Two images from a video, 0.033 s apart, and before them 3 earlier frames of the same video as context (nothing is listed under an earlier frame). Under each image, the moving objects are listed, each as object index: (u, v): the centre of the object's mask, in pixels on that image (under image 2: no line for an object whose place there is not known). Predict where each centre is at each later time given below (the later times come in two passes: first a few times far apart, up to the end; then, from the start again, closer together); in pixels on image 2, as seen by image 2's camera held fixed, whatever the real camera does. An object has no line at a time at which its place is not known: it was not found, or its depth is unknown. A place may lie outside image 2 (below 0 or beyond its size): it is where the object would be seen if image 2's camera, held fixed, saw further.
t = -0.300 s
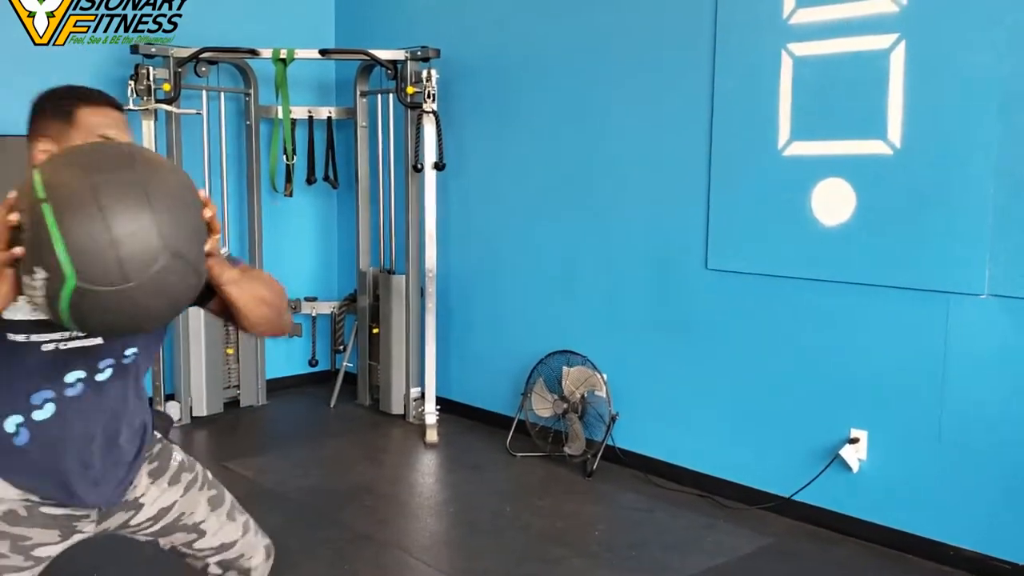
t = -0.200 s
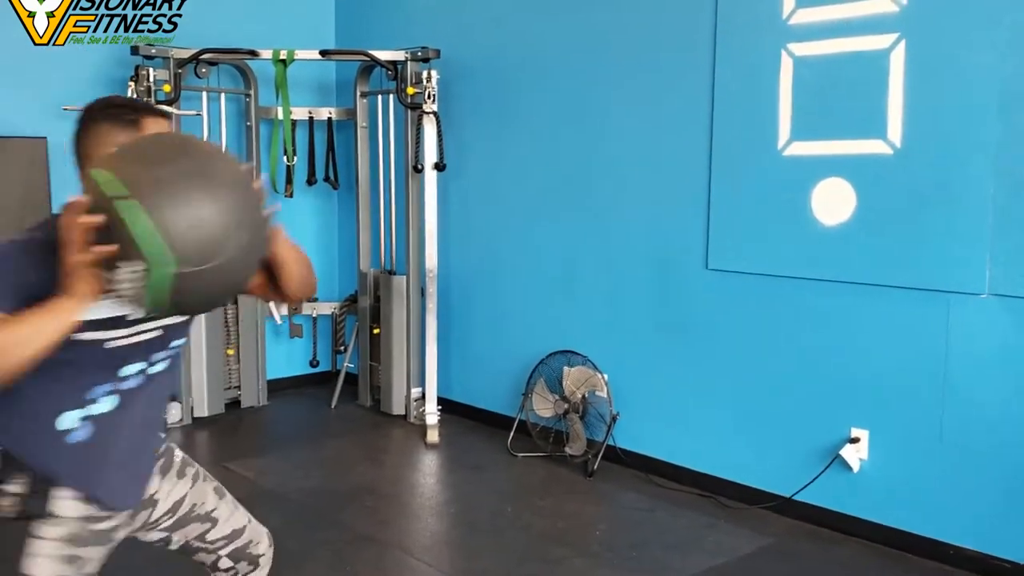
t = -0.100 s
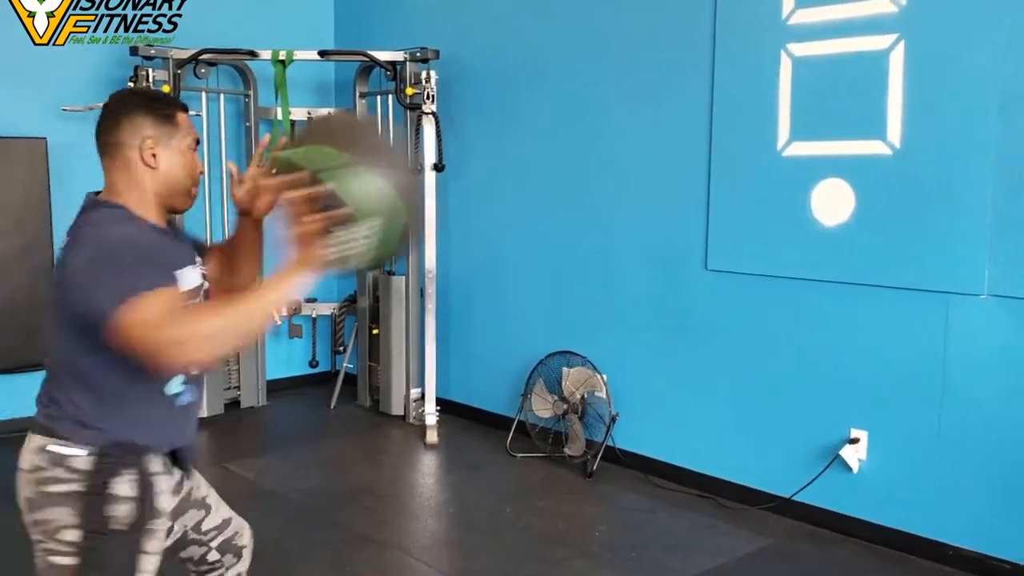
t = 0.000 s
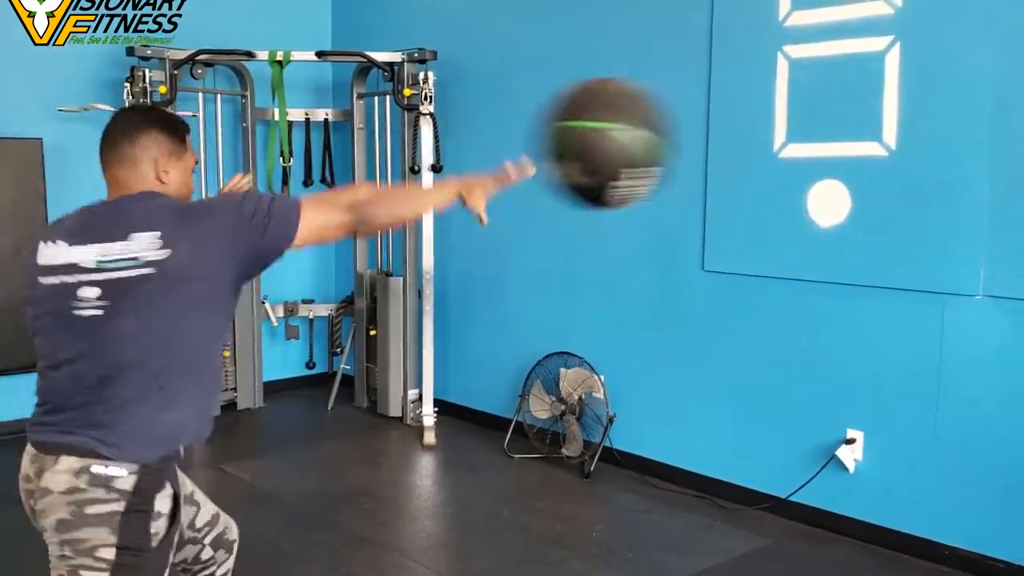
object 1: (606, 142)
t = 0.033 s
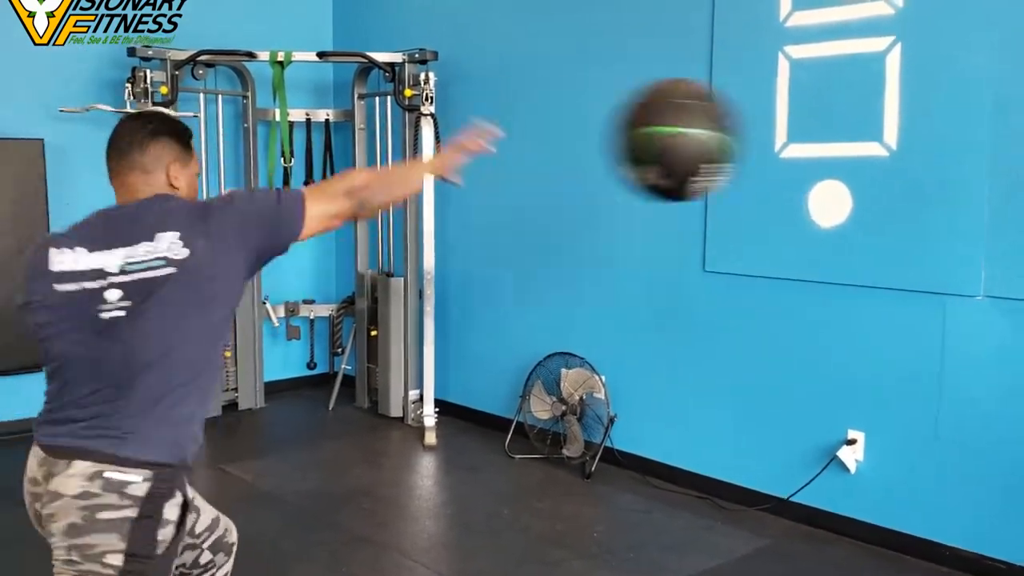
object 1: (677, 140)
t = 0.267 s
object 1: (877, 185)
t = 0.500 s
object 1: (697, 379)
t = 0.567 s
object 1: (629, 486)
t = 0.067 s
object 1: (737, 140)
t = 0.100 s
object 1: (792, 142)
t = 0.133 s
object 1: (841, 149)
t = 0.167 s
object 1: (884, 158)
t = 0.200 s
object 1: (918, 168)
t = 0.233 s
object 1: (898, 175)
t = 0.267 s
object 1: (877, 185)
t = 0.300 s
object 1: (854, 199)
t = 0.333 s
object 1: (832, 216)
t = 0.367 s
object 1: (808, 239)
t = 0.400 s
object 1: (784, 265)
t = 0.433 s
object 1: (757, 297)
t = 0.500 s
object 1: (697, 379)
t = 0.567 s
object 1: (629, 486)
